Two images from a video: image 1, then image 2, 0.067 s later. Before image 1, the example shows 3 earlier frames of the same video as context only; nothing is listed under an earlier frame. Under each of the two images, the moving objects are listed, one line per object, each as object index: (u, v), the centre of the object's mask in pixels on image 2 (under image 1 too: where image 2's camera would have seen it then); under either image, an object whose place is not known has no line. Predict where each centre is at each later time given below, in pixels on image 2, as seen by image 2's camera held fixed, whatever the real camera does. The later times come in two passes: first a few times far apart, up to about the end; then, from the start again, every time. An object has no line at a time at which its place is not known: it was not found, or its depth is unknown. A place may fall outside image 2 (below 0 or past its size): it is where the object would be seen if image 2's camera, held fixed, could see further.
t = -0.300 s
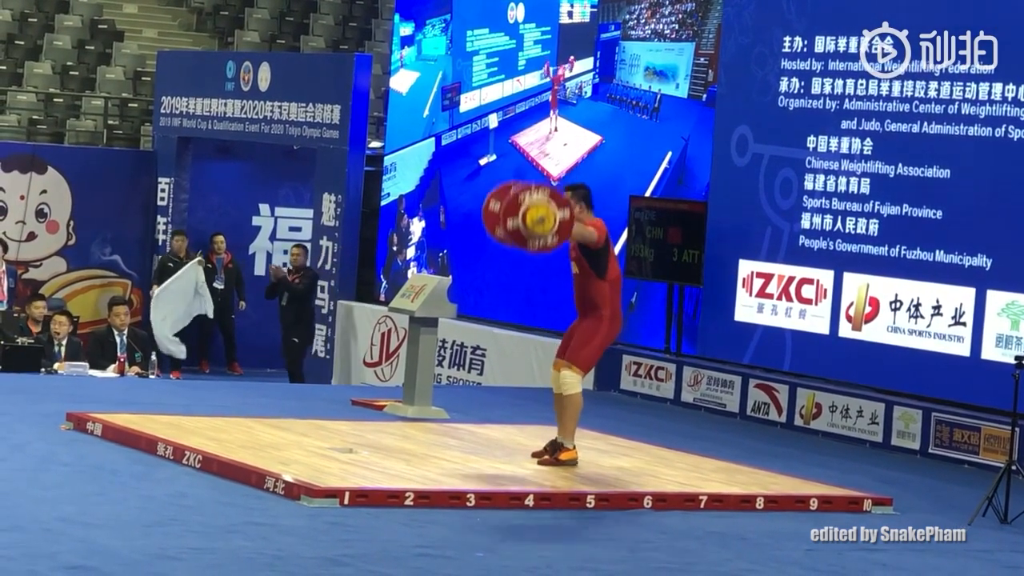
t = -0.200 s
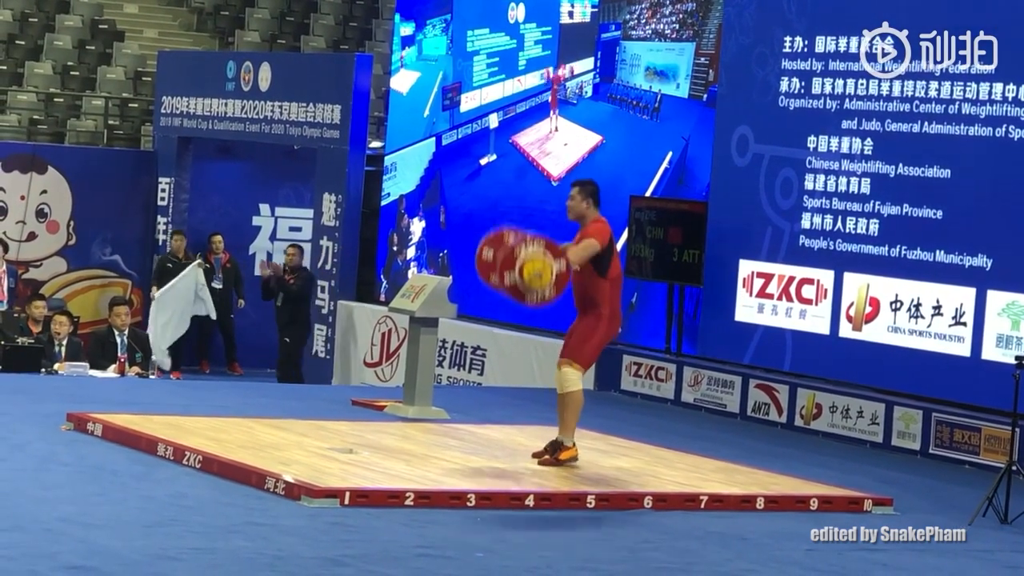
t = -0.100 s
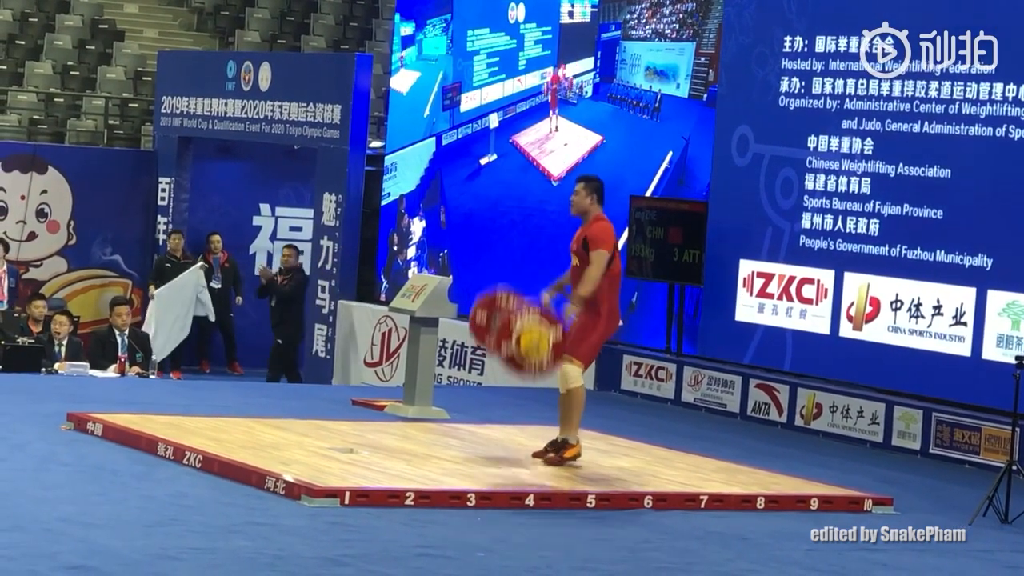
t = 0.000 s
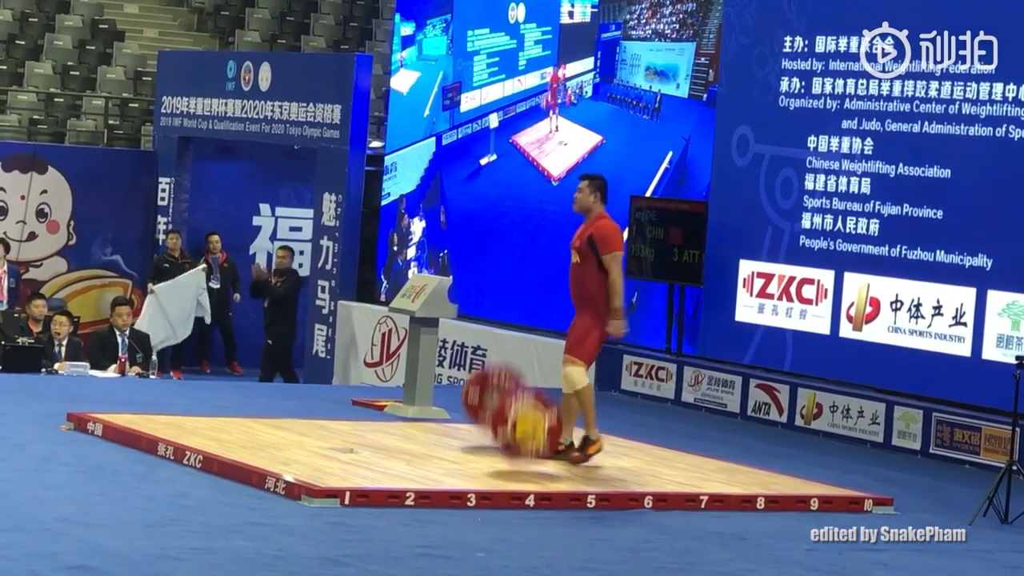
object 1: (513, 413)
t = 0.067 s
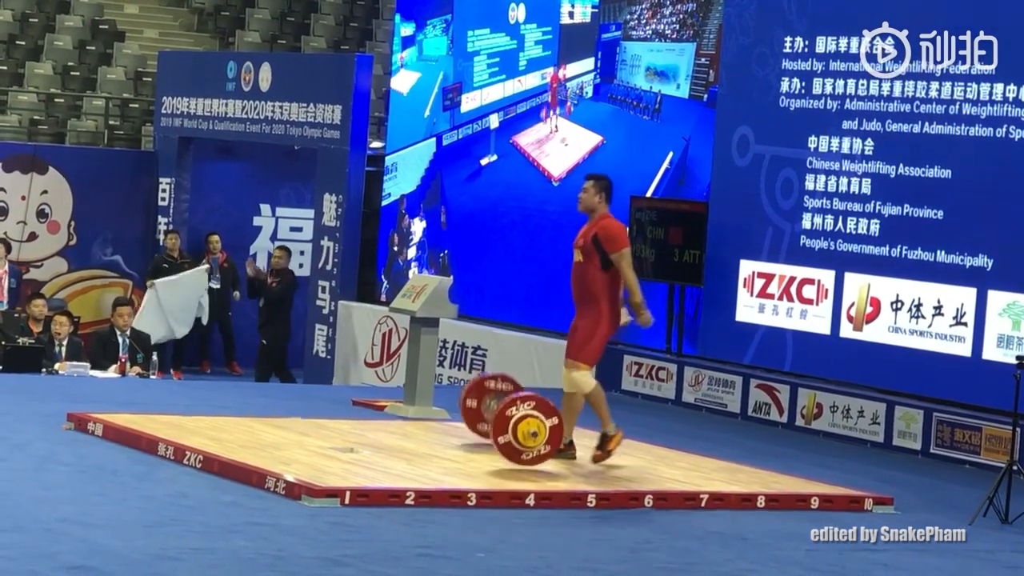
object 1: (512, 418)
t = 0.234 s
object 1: (510, 406)
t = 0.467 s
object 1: (507, 424)
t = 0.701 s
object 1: (506, 424)
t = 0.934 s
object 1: (505, 423)
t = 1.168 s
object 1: (503, 423)
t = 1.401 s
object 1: (501, 423)
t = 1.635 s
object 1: (499, 423)
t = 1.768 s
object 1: (497, 423)
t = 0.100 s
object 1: (512, 413)
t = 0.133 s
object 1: (512, 409)
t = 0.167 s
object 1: (512, 406)
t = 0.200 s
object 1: (511, 406)
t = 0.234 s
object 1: (510, 406)
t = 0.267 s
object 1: (510, 409)
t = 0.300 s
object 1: (509, 413)
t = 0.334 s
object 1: (509, 414)
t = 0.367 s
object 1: (508, 417)
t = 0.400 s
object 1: (508, 421)
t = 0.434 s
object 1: (507, 424)
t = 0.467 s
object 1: (507, 424)
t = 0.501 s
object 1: (506, 422)
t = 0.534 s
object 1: (506, 423)
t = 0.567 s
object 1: (506, 423)
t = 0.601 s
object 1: (506, 423)
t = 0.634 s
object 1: (506, 423)
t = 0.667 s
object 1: (506, 423)
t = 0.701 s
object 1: (506, 424)
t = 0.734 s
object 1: (505, 423)
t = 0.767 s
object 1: (505, 423)
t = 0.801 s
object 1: (505, 423)
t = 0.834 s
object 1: (505, 423)
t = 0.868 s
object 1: (505, 423)
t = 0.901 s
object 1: (505, 423)
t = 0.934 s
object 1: (505, 423)
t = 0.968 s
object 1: (504, 423)
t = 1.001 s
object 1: (504, 423)
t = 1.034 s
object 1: (504, 423)
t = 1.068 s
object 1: (504, 423)
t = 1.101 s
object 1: (504, 423)
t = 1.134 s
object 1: (503, 423)
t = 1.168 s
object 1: (503, 423)
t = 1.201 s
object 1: (503, 423)
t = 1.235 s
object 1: (503, 423)
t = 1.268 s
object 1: (502, 423)
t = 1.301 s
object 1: (502, 423)
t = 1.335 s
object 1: (502, 423)
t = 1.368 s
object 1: (501, 423)
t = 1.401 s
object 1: (501, 423)
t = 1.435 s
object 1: (501, 423)
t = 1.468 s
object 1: (500, 423)
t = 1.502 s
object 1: (500, 423)
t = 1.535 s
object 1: (500, 423)
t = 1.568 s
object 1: (499, 423)
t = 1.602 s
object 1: (499, 423)
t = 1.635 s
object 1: (499, 423)
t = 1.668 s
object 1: (498, 423)
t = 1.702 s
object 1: (498, 423)
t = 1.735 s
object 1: (497, 423)
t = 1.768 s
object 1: (497, 423)
